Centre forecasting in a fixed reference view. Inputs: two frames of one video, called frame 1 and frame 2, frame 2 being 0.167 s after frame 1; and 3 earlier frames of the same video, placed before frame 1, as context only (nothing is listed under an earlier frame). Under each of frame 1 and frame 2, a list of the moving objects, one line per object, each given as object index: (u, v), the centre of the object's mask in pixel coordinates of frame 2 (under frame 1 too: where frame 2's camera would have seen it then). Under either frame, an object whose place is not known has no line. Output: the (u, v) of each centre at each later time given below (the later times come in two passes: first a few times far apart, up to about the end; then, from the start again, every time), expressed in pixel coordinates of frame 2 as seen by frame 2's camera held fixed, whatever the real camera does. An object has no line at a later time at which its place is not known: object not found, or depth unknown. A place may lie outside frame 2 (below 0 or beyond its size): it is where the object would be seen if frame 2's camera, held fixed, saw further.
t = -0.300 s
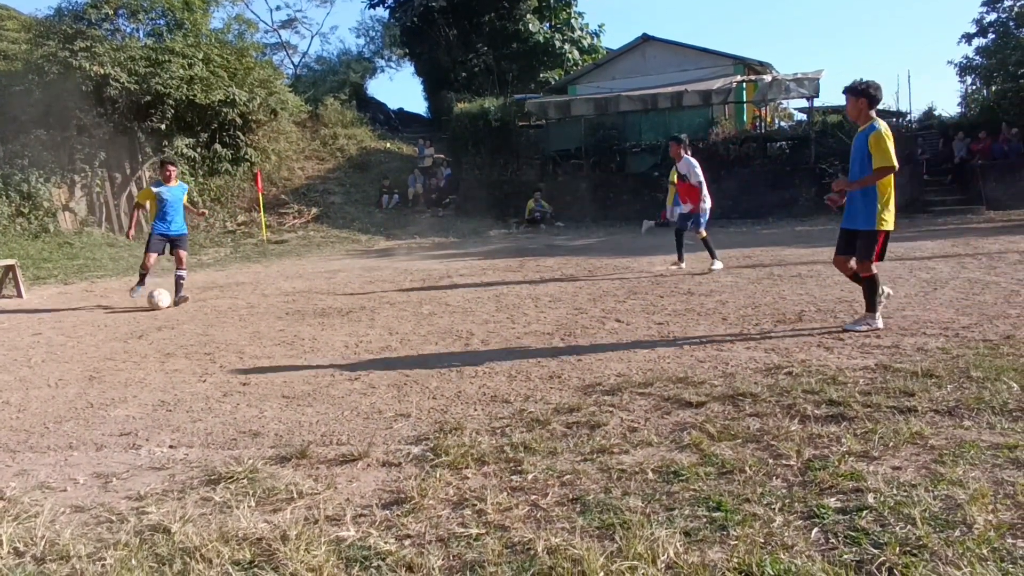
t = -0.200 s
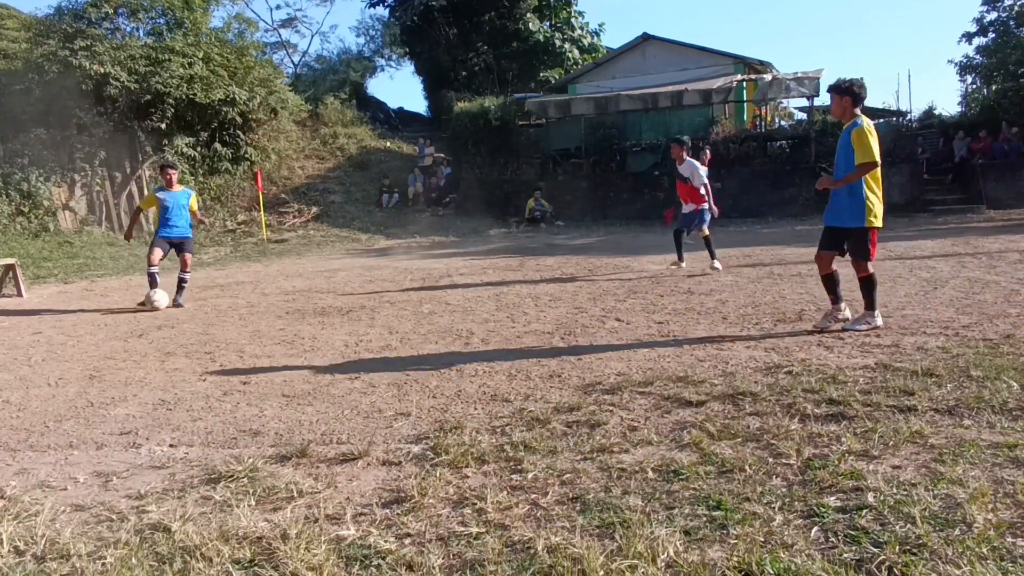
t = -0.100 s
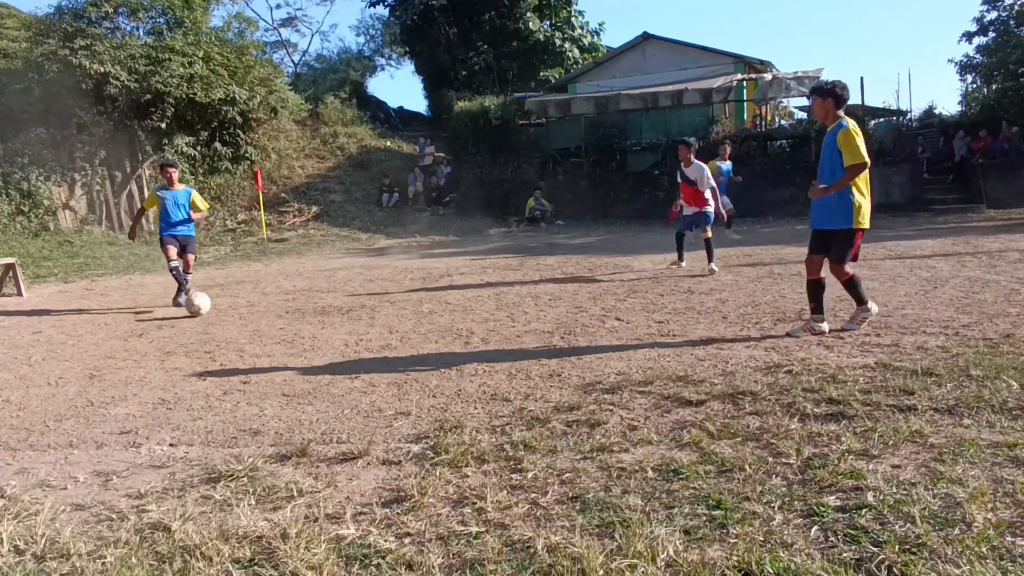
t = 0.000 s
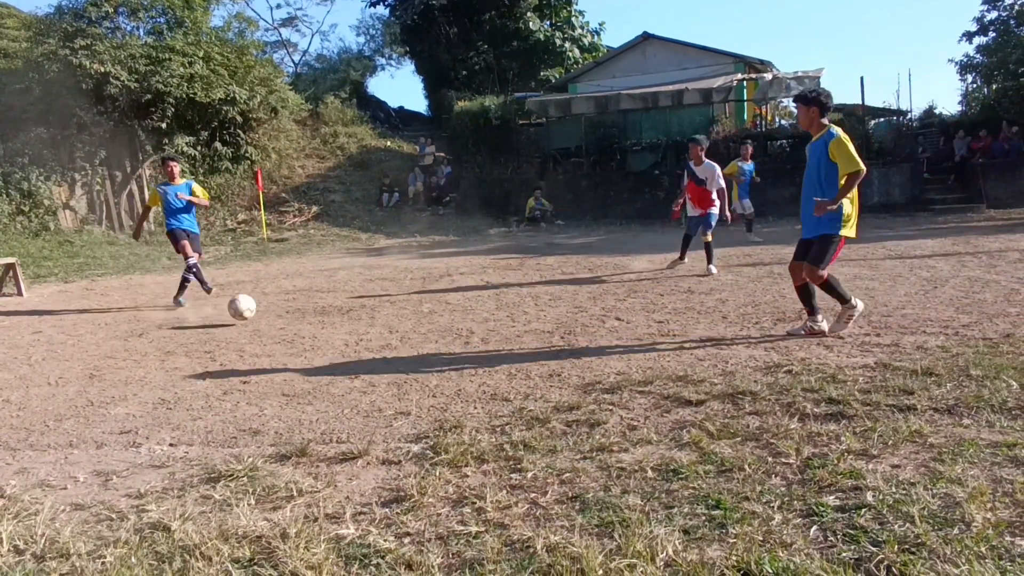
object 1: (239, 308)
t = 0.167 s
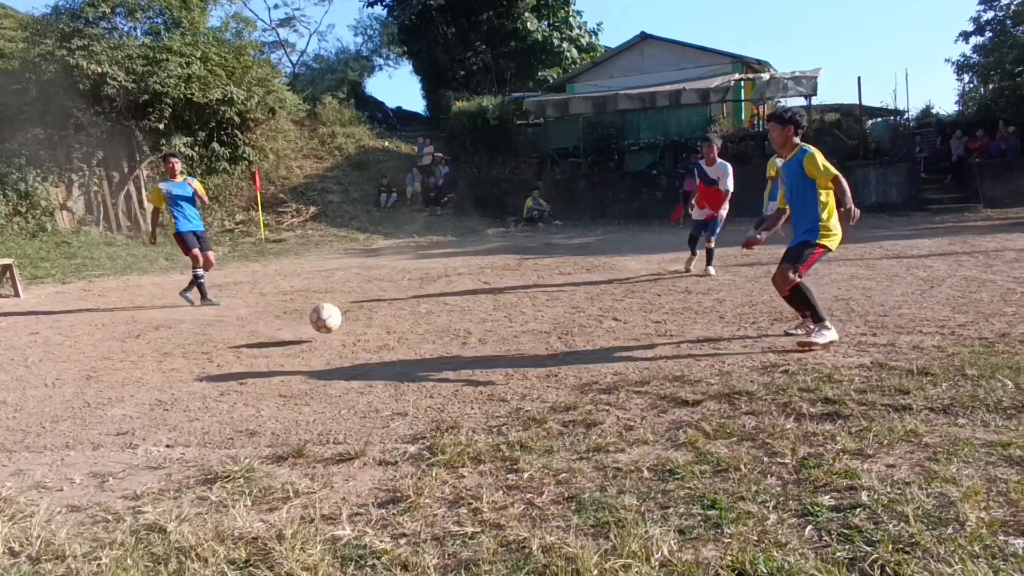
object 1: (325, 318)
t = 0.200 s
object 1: (344, 320)
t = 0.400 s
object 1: (470, 333)
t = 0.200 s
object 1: (344, 320)
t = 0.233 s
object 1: (364, 323)
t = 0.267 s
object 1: (385, 328)
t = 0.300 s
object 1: (408, 335)
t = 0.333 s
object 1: (431, 340)
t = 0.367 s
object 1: (450, 336)
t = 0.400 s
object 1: (470, 333)
